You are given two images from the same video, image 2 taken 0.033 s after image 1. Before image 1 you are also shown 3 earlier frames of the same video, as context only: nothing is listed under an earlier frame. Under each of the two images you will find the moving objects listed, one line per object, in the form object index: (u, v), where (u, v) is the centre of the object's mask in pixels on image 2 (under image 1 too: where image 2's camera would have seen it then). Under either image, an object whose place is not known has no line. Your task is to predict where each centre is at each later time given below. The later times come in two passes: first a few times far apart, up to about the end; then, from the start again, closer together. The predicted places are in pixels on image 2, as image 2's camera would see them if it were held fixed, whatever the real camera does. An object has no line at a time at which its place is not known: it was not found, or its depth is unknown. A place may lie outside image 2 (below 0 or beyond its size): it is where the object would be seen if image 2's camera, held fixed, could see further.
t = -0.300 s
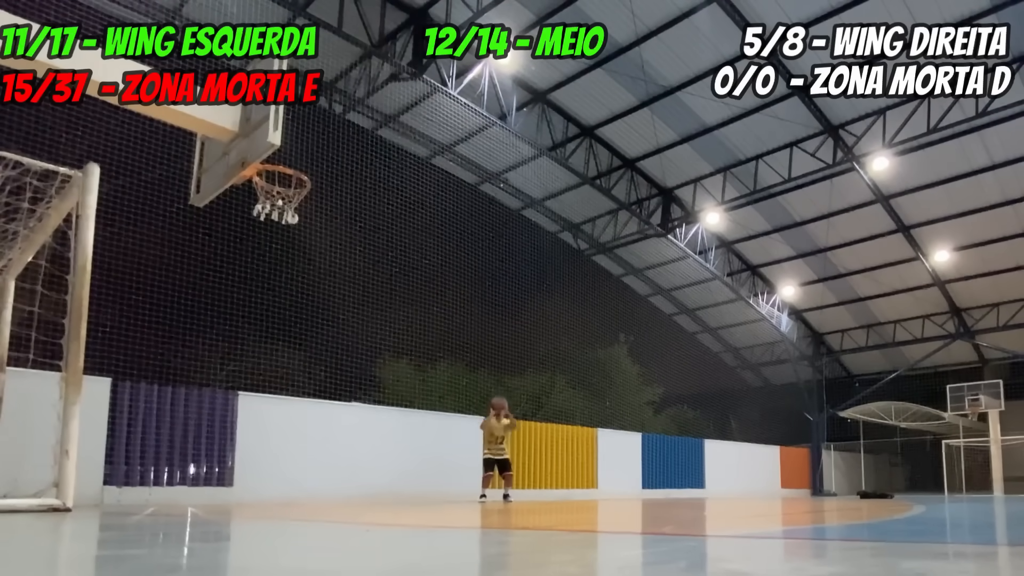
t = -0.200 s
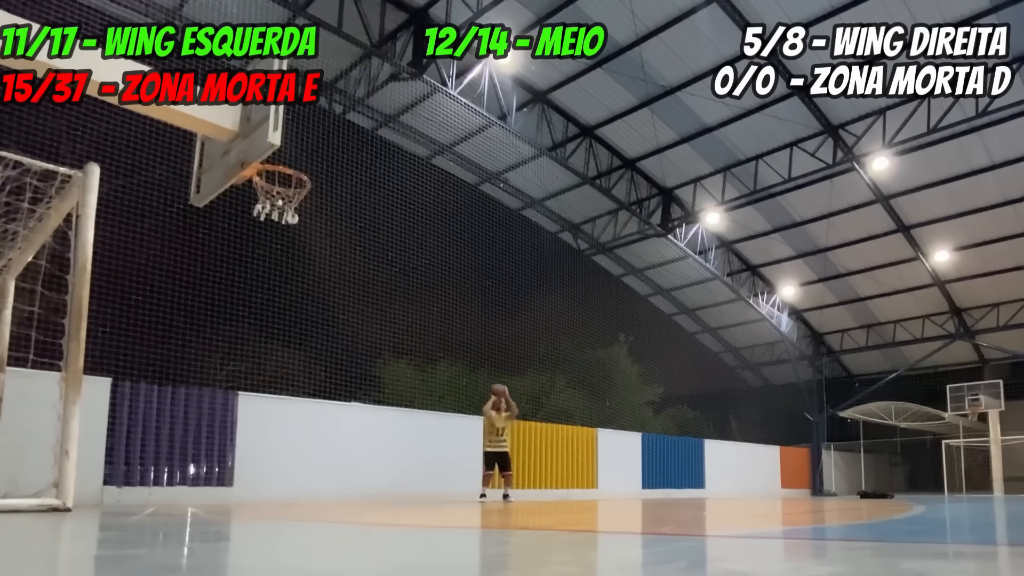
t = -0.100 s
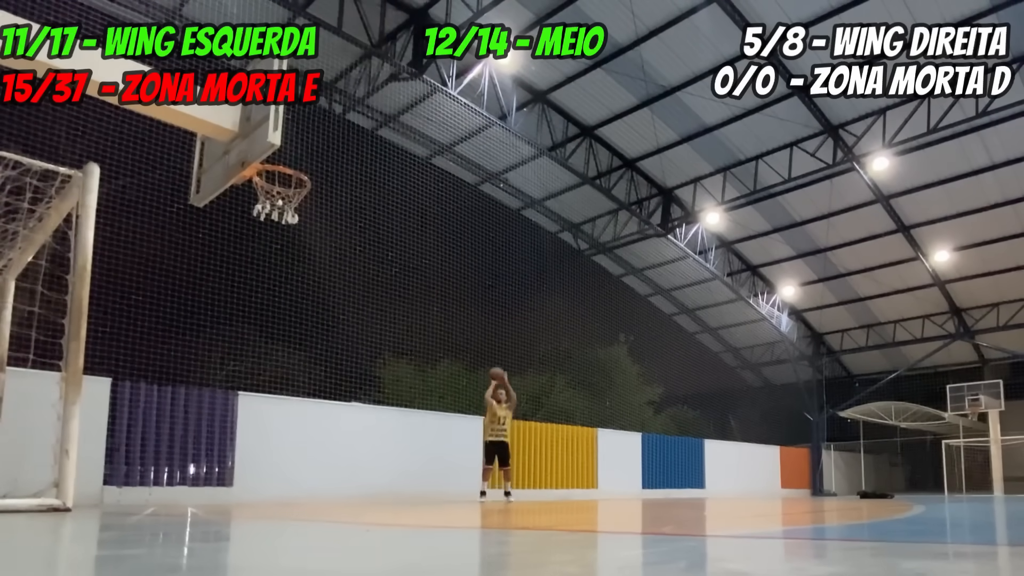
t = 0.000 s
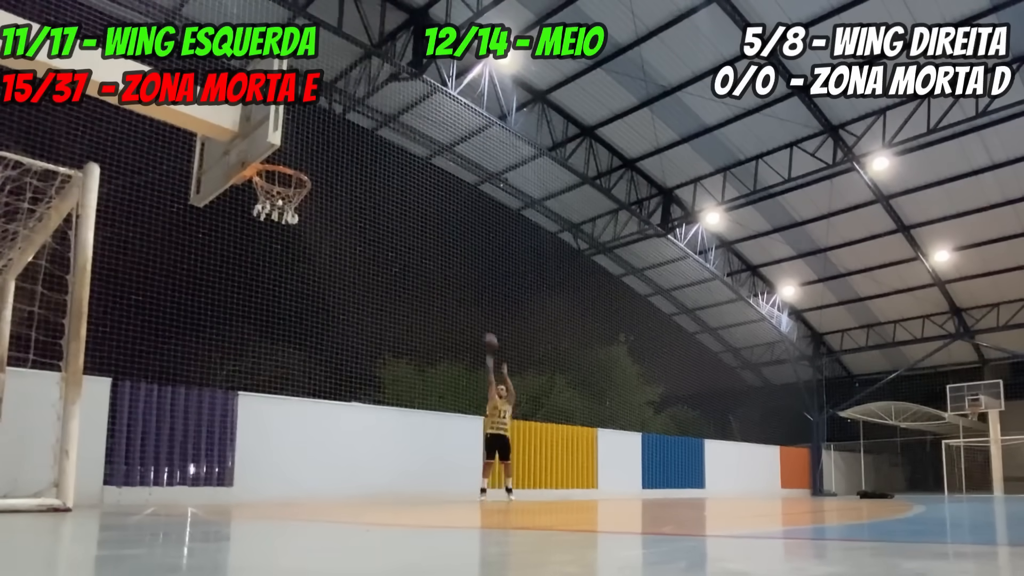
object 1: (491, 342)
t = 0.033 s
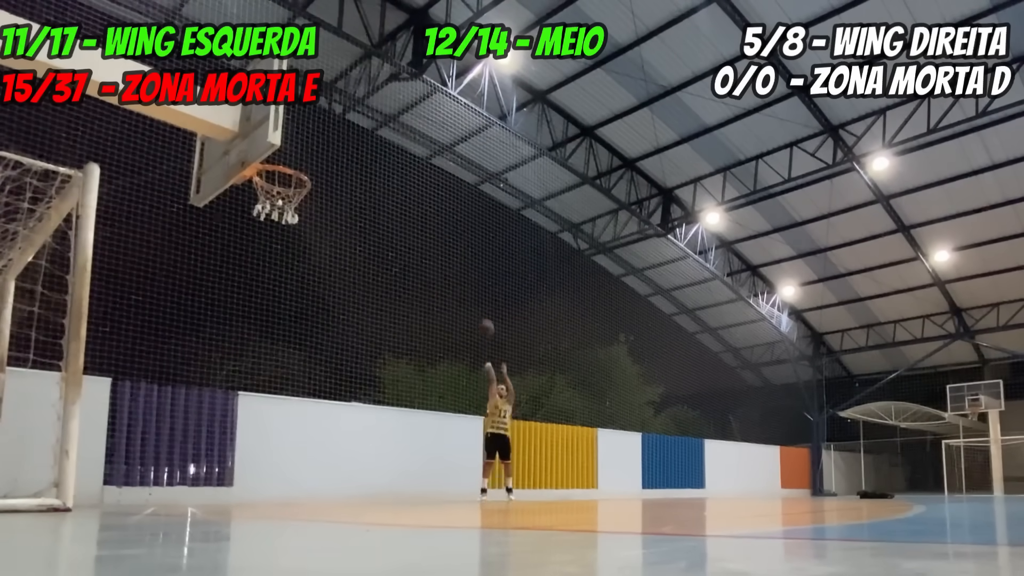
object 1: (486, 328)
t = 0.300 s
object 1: (452, 230)
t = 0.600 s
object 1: (407, 159)
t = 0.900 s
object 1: (344, 138)
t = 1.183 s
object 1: (270, 190)
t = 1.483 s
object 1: (262, 235)
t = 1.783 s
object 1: (302, 337)
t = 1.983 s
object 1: (376, 466)
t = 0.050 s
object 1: (485, 321)
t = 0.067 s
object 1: (483, 314)
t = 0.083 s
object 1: (480, 307)
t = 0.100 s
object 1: (478, 300)
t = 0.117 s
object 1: (476, 293)
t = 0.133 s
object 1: (474, 288)
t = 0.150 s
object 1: (472, 281)
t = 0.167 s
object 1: (469, 274)
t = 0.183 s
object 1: (469, 269)
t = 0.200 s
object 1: (466, 262)
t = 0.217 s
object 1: (465, 258)
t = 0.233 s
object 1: (462, 252)
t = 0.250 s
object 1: (460, 247)
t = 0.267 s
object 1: (457, 241)
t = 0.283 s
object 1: (455, 236)
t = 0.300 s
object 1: (452, 230)
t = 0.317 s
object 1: (450, 225)
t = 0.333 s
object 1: (448, 218)
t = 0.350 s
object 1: (446, 214)
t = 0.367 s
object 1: (444, 209)
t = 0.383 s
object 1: (441, 205)
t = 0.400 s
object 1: (439, 201)
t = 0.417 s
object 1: (436, 198)
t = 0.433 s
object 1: (434, 194)
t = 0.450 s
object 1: (431, 189)
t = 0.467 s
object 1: (428, 185)
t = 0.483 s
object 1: (425, 180)
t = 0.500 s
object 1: (422, 177)
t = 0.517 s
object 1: (421, 174)
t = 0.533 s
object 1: (418, 170)
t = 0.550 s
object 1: (414, 167)
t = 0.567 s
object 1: (411, 164)
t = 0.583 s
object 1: (409, 161)
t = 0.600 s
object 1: (407, 159)
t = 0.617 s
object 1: (403, 156)
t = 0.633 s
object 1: (400, 153)
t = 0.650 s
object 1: (397, 151)
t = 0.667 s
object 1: (394, 148)
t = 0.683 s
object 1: (390, 146)
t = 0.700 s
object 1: (387, 144)
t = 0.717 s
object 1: (384, 142)
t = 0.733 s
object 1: (381, 141)
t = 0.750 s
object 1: (377, 140)
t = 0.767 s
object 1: (375, 139)
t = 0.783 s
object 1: (372, 138)
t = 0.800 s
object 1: (367, 140)
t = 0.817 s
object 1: (362, 137)
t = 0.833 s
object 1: (362, 136)
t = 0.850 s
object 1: (356, 137)
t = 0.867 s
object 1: (353, 138)
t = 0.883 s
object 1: (348, 138)
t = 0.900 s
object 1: (344, 138)
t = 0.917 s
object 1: (339, 140)
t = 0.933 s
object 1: (335, 141)
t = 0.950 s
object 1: (332, 143)
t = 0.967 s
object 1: (327, 145)
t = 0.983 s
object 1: (323, 147)
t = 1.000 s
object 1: (318, 149)
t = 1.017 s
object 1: (313, 151)
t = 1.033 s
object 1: (307, 154)
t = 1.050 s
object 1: (303, 157)
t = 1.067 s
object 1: (299, 159)
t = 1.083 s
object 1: (295, 161)
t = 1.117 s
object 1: (285, 171)
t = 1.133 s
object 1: (279, 179)
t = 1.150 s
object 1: (271, 180)
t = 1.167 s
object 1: (267, 187)
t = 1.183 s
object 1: (270, 190)
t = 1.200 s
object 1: (260, 188)
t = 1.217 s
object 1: (258, 190)
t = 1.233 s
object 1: (261, 191)
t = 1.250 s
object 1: (262, 190)
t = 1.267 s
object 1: (263, 191)
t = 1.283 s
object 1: (263, 191)
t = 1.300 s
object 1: (262, 193)
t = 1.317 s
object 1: (261, 199)
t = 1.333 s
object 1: (261, 202)
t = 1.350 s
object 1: (262, 203)
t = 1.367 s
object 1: (262, 203)
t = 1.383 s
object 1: (264, 205)
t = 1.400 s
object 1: (263, 211)
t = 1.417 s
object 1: (263, 218)
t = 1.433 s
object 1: (262, 222)
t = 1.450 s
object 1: (261, 223)
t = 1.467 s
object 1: (262, 227)
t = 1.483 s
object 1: (262, 235)
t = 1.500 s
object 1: (262, 241)
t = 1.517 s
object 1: (262, 247)
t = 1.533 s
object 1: (262, 253)
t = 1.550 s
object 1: (261, 258)
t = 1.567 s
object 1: (262, 264)
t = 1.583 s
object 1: (262, 270)
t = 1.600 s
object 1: (261, 278)
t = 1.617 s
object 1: (260, 293)
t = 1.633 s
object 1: (261, 328)
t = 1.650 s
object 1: (257, 367)
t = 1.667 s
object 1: (253, 414)
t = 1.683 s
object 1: (250, 465)
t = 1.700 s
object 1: (253, 477)
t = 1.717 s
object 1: (264, 436)
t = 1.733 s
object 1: (275, 403)
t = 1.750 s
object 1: (286, 377)
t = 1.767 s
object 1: (293, 353)
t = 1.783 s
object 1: (302, 337)
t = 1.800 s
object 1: (311, 325)
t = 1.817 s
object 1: (319, 318)
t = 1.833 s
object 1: (326, 317)
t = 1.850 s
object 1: (333, 318)
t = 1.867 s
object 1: (340, 324)
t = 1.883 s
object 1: (346, 332)
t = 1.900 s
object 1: (352, 346)
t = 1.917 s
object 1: (358, 363)
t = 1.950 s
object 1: (367, 407)
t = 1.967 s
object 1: (372, 435)
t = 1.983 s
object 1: (376, 466)
